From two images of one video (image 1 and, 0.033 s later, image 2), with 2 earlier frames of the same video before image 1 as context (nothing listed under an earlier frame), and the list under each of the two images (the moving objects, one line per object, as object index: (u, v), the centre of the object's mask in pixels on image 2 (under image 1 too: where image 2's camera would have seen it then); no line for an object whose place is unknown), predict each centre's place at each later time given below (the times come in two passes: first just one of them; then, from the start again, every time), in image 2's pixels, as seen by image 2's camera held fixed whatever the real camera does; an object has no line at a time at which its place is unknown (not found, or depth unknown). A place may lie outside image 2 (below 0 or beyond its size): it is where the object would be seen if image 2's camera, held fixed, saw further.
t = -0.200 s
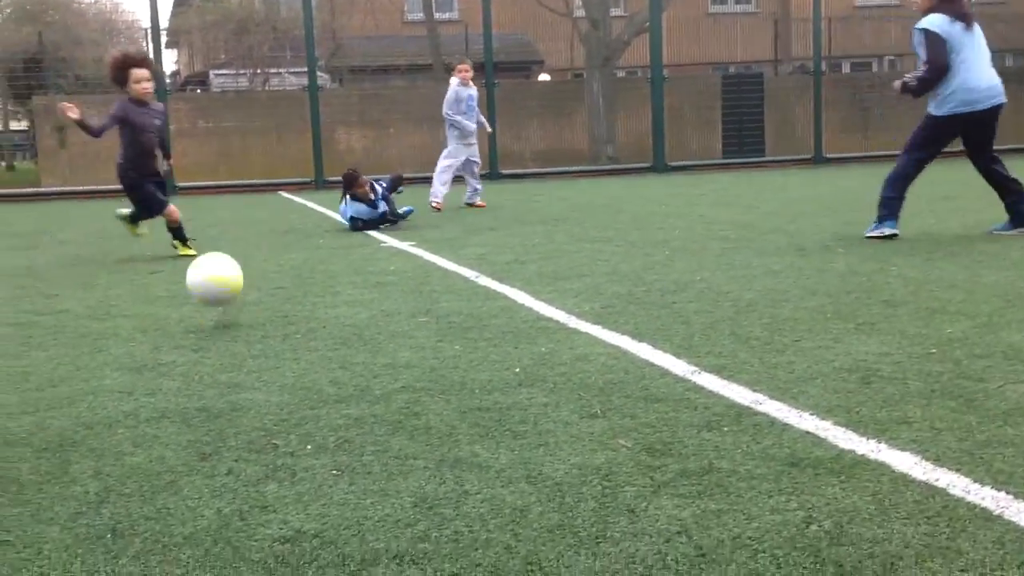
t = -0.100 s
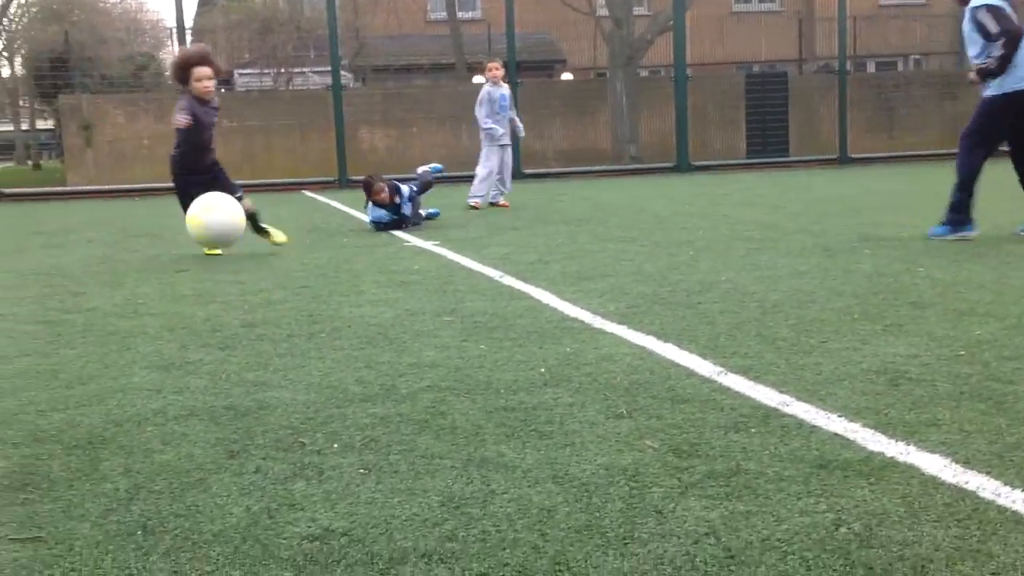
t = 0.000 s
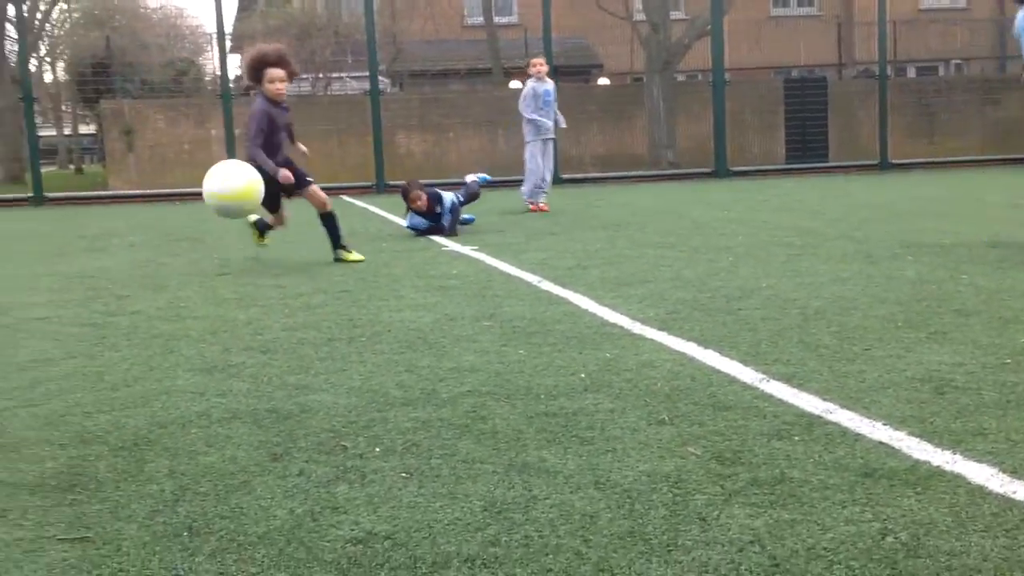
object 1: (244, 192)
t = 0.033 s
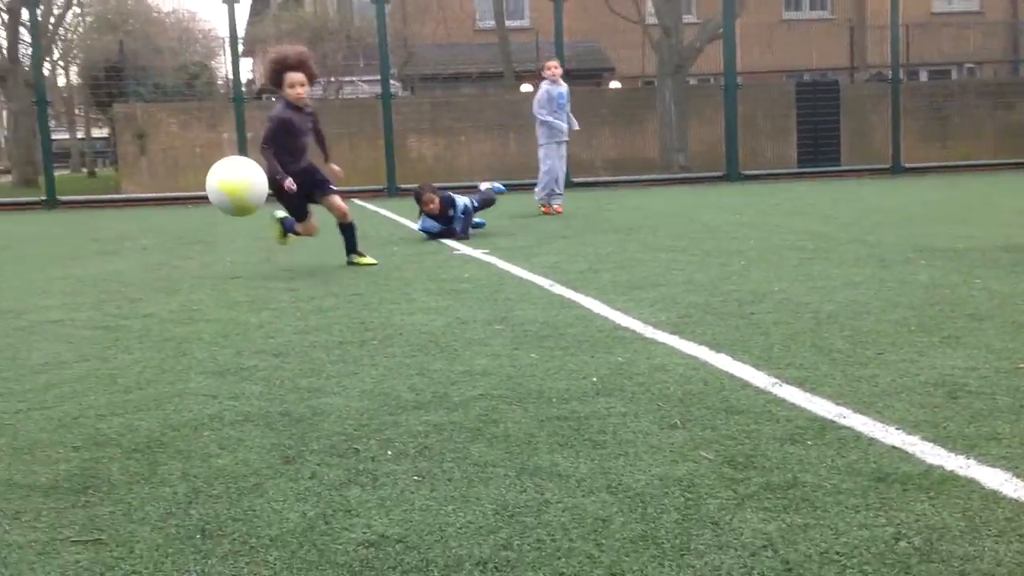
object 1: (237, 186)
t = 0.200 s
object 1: (205, 205)
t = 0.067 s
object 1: (231, 183)
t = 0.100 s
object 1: (224, 182)
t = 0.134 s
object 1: (218, 186)
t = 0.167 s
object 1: (212, 194)
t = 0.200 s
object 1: (205, 205)
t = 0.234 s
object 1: (200, 220)
